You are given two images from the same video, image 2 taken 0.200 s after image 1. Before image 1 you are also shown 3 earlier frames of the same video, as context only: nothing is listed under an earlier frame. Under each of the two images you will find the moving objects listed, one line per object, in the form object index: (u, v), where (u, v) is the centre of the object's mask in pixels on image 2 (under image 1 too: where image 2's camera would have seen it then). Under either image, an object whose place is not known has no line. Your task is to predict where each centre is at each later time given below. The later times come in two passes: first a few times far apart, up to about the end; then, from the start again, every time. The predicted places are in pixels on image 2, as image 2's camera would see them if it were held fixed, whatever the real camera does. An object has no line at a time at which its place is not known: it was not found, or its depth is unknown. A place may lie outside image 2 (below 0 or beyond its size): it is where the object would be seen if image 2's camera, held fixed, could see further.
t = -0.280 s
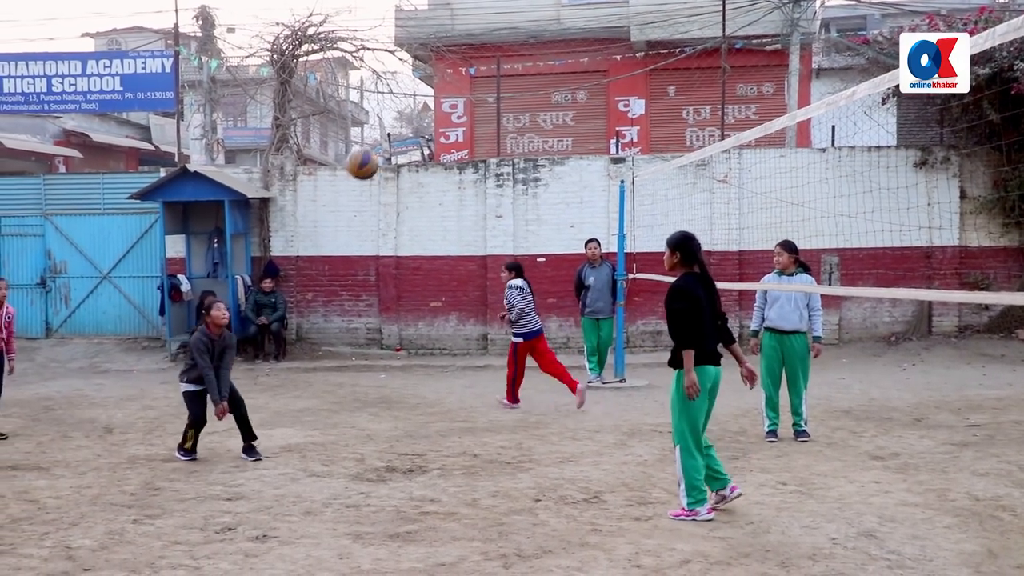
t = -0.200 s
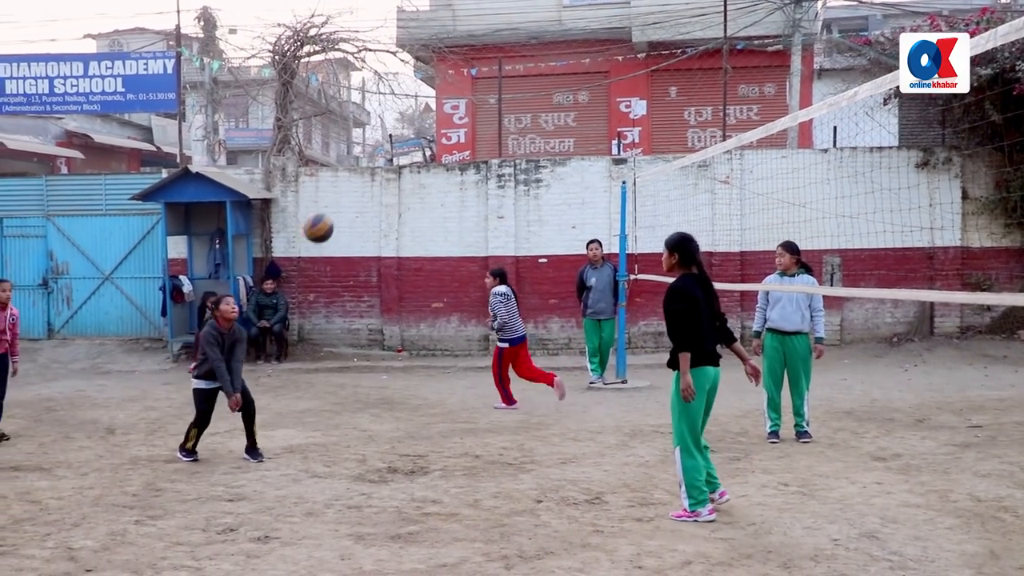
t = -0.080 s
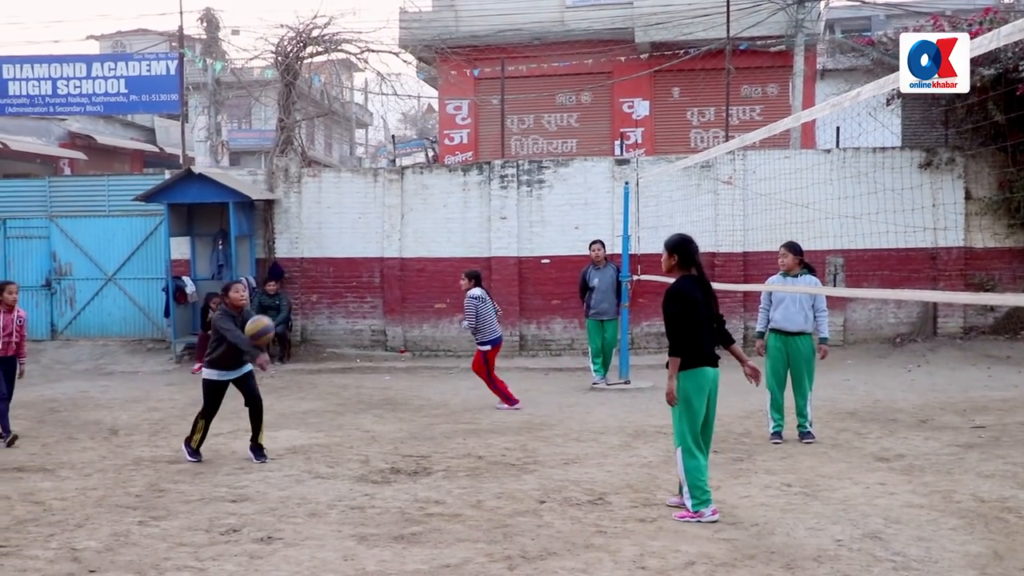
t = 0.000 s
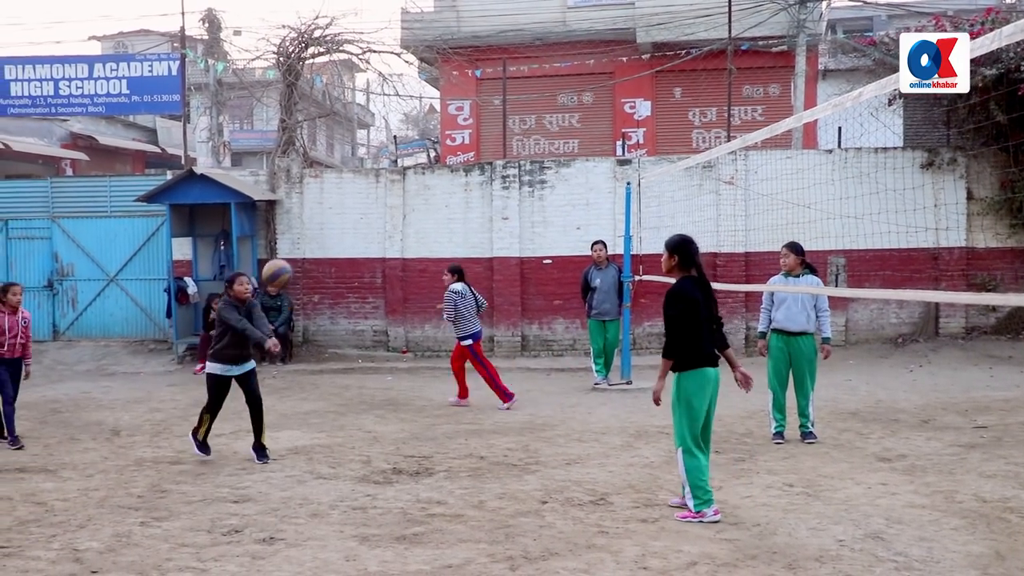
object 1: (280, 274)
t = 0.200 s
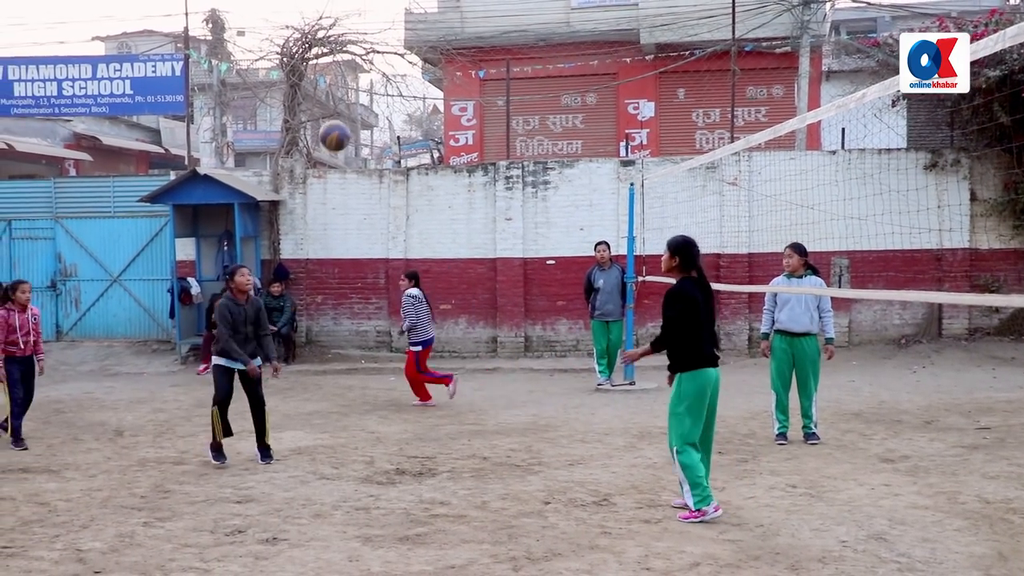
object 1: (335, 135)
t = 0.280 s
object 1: (358, 93)
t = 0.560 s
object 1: (445, 14)
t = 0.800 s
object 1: (528, 38)
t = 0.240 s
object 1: (346, 114)
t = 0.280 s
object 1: (358, 93)
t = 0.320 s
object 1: (369, 75)
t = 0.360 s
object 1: (381, 59)
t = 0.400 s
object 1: (394, 45)
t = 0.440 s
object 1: (406, 34)
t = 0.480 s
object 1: (419, 25)
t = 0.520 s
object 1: (432, 18)
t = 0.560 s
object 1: (445, 14)
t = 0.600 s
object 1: (458, 12)
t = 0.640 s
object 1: (471, 13)
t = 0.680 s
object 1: (485, 14)
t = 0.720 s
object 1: (499, 20)
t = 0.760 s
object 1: (513, 28)
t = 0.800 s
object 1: (528, 38)
